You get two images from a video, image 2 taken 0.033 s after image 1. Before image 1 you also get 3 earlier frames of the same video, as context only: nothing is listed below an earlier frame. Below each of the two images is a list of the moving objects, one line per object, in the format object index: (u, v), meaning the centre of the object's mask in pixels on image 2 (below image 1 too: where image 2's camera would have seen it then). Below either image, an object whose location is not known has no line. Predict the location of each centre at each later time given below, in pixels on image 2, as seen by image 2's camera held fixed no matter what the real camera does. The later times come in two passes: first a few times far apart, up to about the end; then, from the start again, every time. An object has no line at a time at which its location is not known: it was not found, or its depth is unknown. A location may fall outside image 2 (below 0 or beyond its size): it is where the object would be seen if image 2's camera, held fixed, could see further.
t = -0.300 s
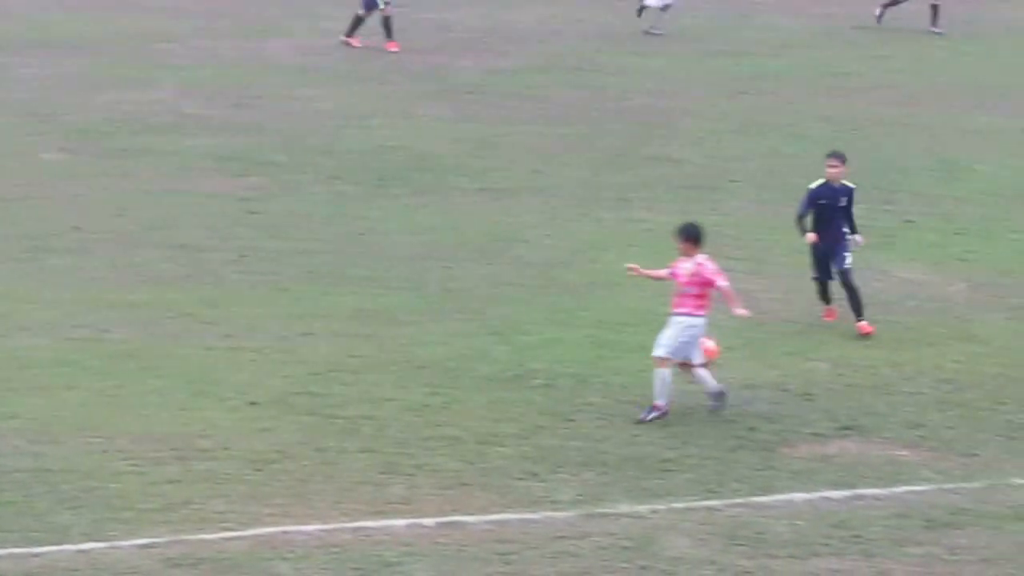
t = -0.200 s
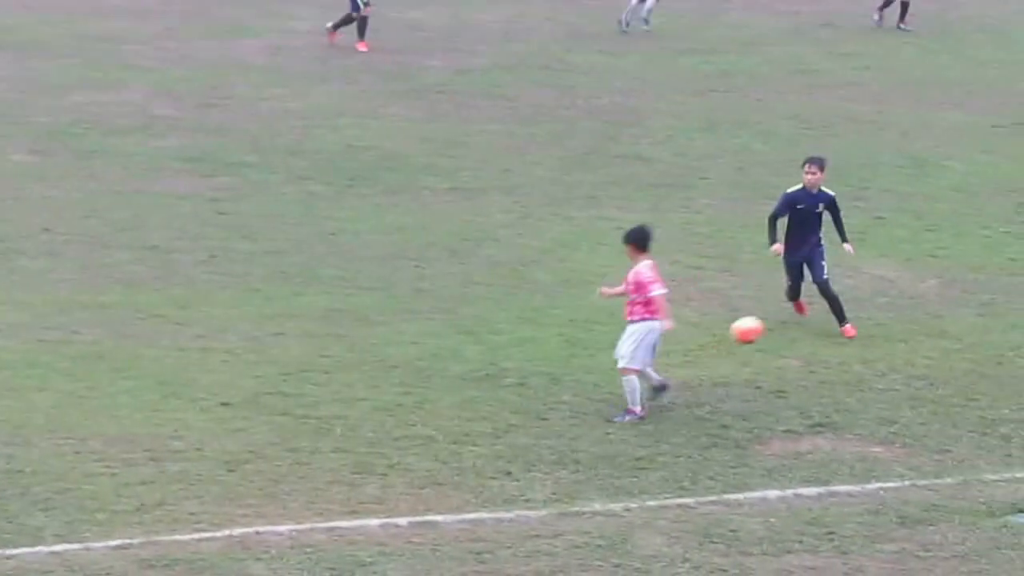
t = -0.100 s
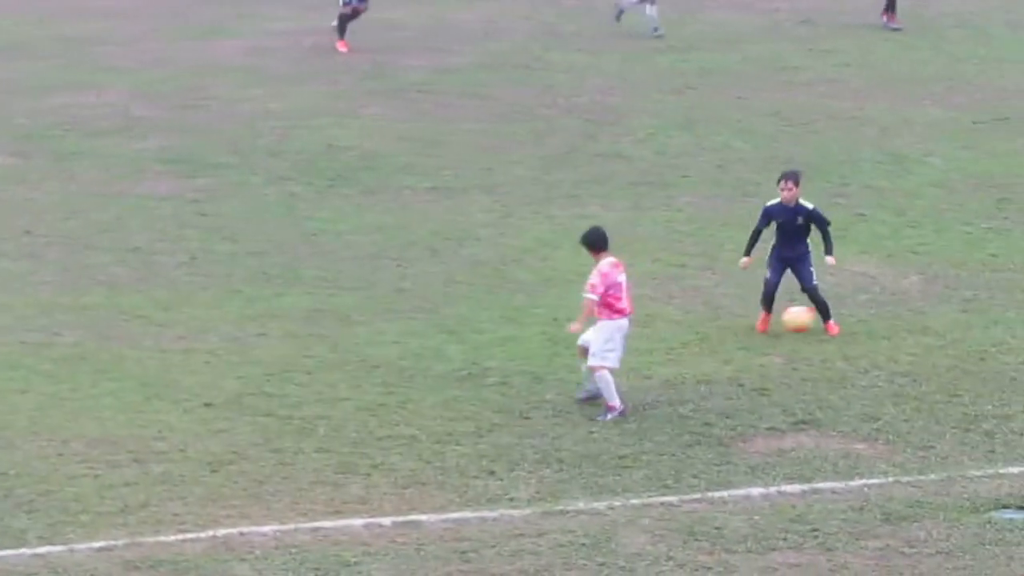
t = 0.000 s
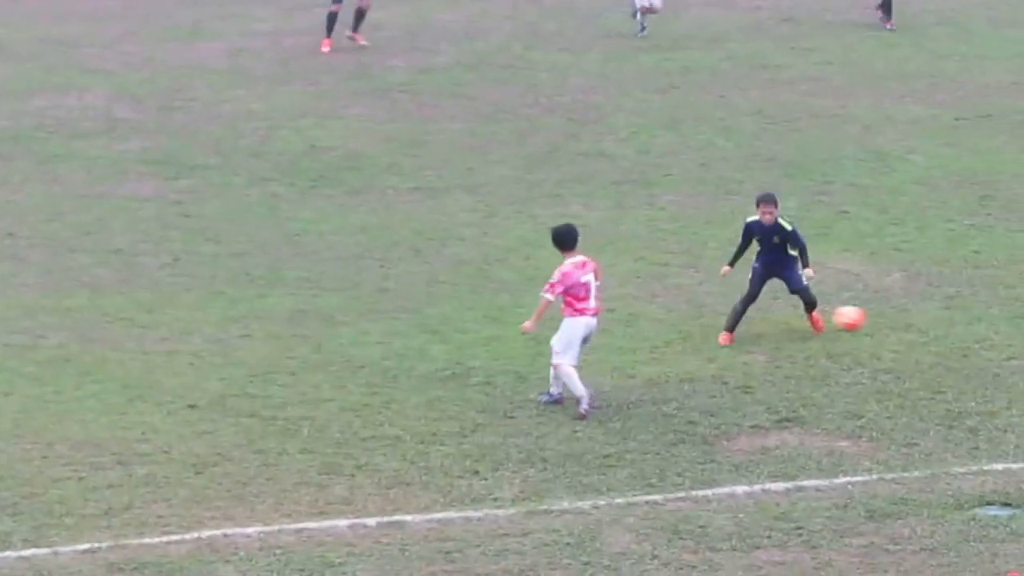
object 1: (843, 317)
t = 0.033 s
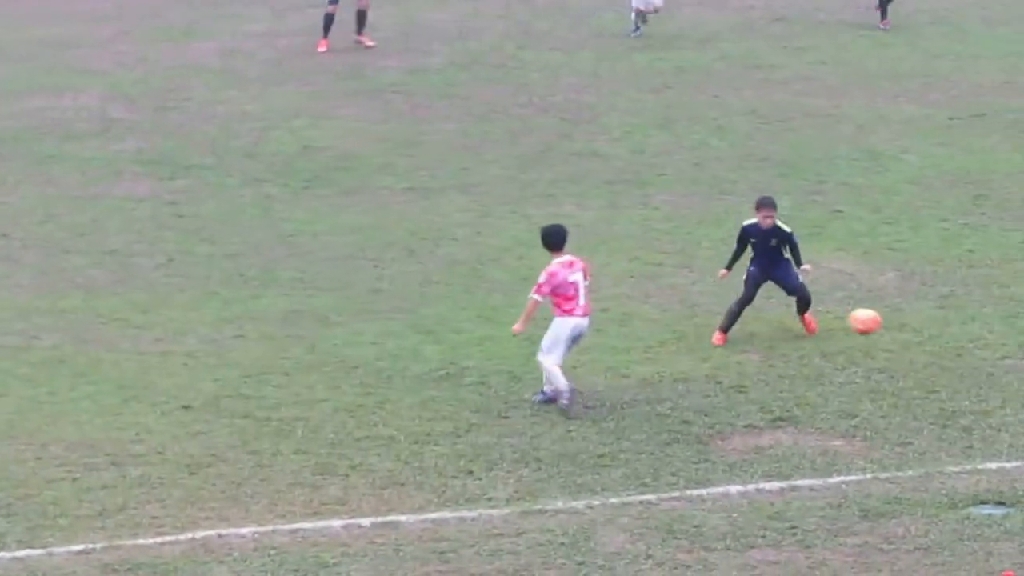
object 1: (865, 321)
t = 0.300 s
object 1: (1008, 274)
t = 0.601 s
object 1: (1158, 271)
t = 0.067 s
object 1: (886, 325)
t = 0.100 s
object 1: (907, 331)
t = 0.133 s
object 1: (925, 321)
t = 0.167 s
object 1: (941, 308)
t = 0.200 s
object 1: (958, 297)
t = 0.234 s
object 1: (975, 288)
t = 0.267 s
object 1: (991, 280)
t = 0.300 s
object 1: (1008, 274)
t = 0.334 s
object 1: (1024, 269)
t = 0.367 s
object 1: (1042, 265)
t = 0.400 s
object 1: (1059, 262)
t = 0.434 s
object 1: (1075, 261)
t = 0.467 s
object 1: (1091, 261)
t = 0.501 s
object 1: (1108, 261)
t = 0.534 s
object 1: (1125, 263)
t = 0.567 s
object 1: (1141, 267)
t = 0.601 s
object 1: (1158, 271)
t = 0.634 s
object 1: (1174, 276)
